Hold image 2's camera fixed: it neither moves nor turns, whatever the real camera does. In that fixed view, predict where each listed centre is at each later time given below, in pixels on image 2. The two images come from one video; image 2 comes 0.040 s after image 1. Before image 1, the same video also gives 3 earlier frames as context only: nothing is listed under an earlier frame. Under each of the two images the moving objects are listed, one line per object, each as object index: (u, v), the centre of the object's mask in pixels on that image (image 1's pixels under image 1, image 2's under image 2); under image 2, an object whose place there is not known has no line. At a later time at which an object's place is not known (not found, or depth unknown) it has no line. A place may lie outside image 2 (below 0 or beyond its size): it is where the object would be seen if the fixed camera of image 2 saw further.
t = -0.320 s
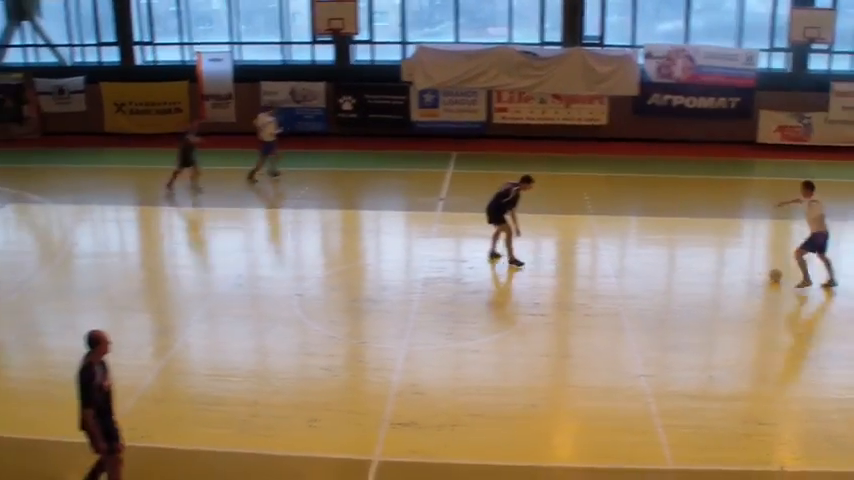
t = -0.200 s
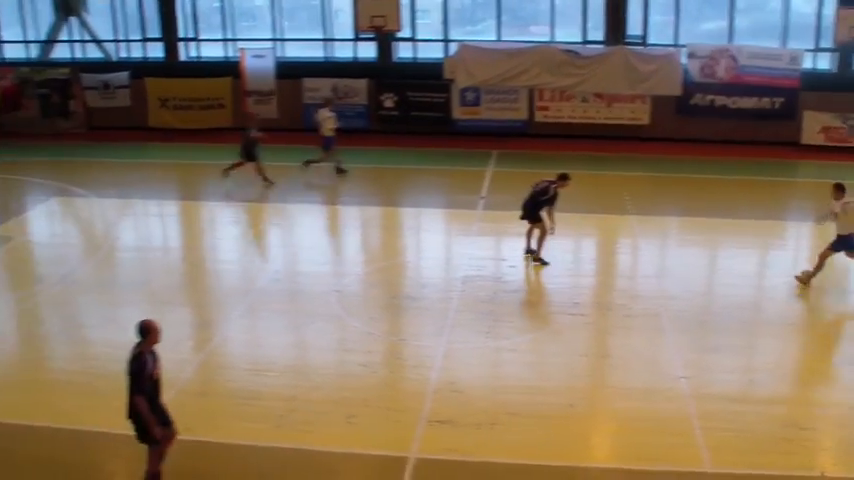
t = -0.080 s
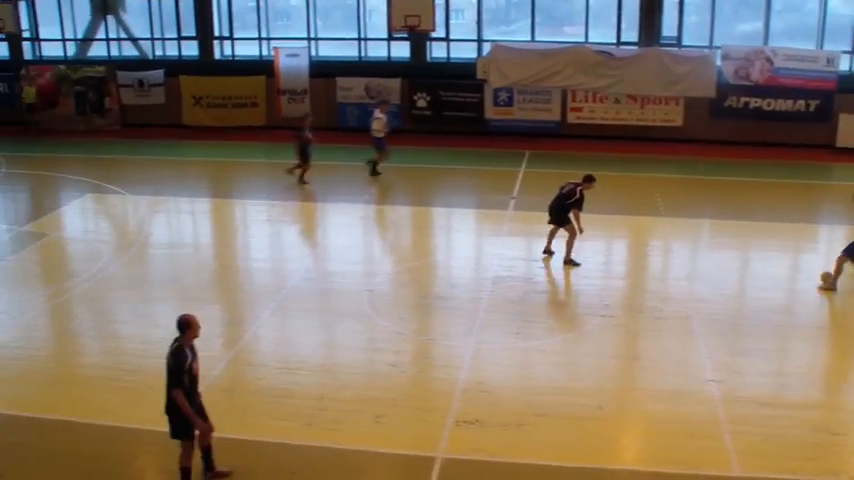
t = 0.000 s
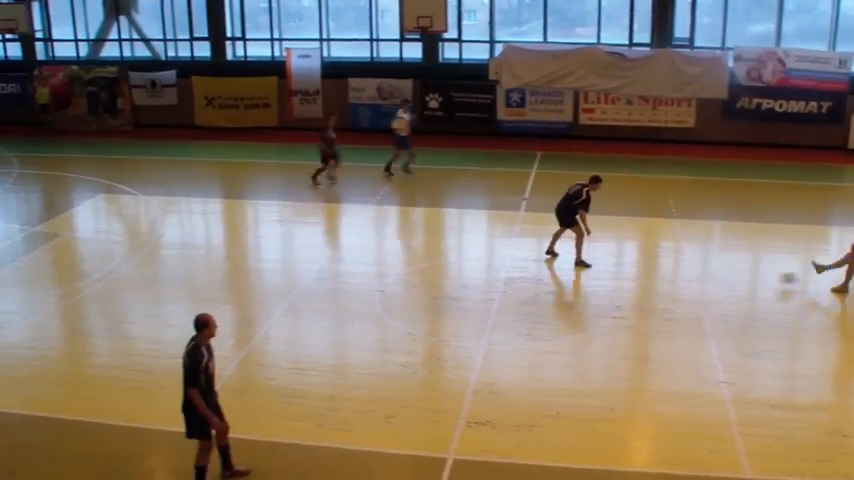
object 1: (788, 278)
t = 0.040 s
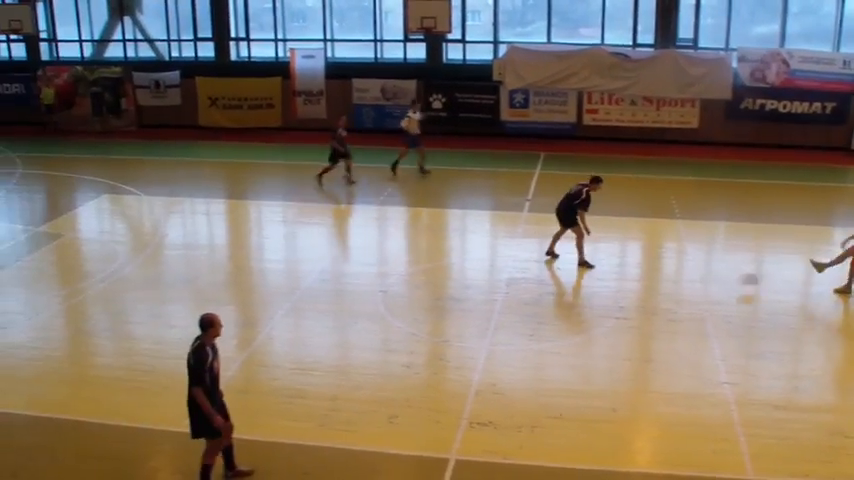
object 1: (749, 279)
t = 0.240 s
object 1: (533, 293)
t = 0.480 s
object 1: (289, 307)
